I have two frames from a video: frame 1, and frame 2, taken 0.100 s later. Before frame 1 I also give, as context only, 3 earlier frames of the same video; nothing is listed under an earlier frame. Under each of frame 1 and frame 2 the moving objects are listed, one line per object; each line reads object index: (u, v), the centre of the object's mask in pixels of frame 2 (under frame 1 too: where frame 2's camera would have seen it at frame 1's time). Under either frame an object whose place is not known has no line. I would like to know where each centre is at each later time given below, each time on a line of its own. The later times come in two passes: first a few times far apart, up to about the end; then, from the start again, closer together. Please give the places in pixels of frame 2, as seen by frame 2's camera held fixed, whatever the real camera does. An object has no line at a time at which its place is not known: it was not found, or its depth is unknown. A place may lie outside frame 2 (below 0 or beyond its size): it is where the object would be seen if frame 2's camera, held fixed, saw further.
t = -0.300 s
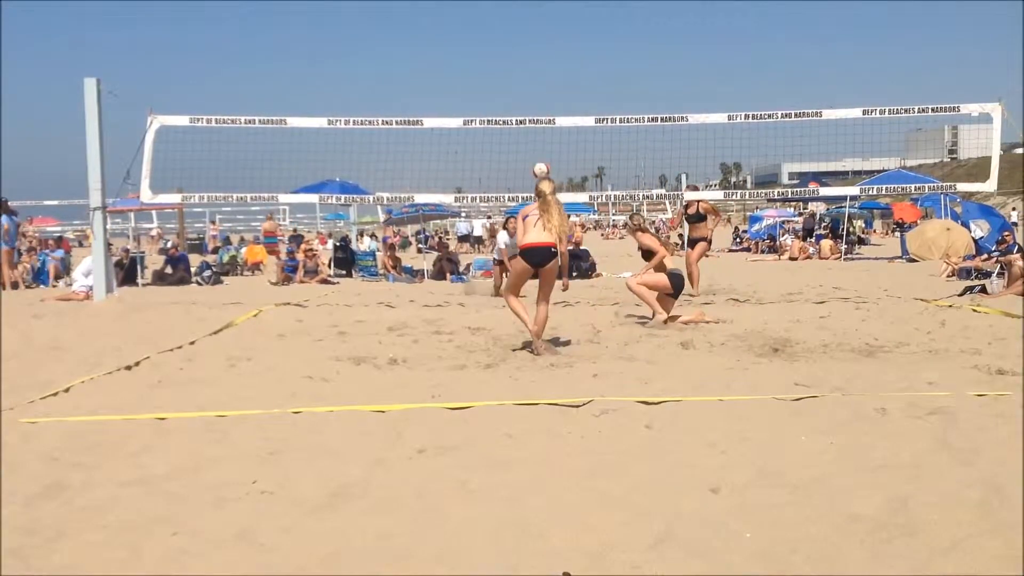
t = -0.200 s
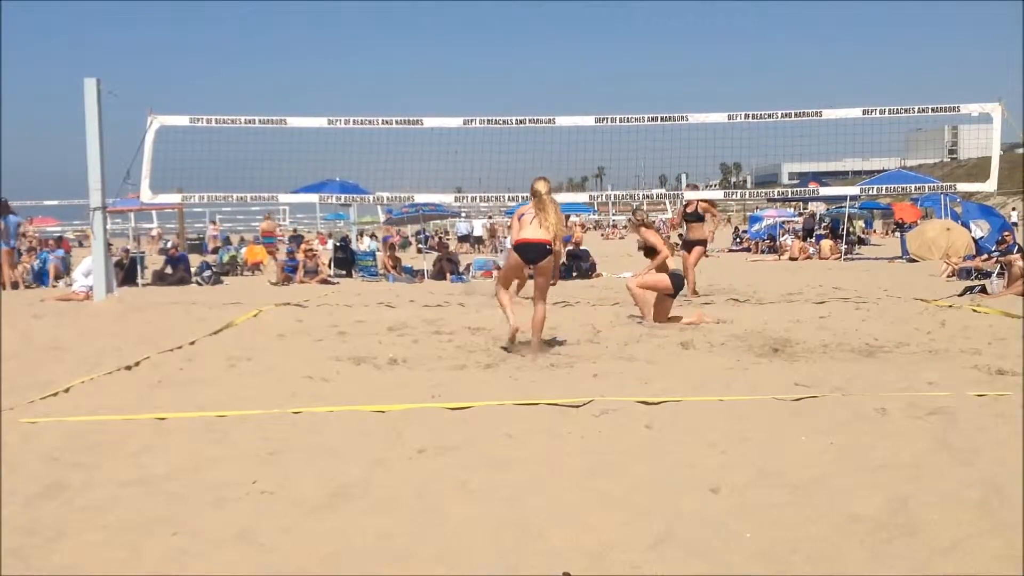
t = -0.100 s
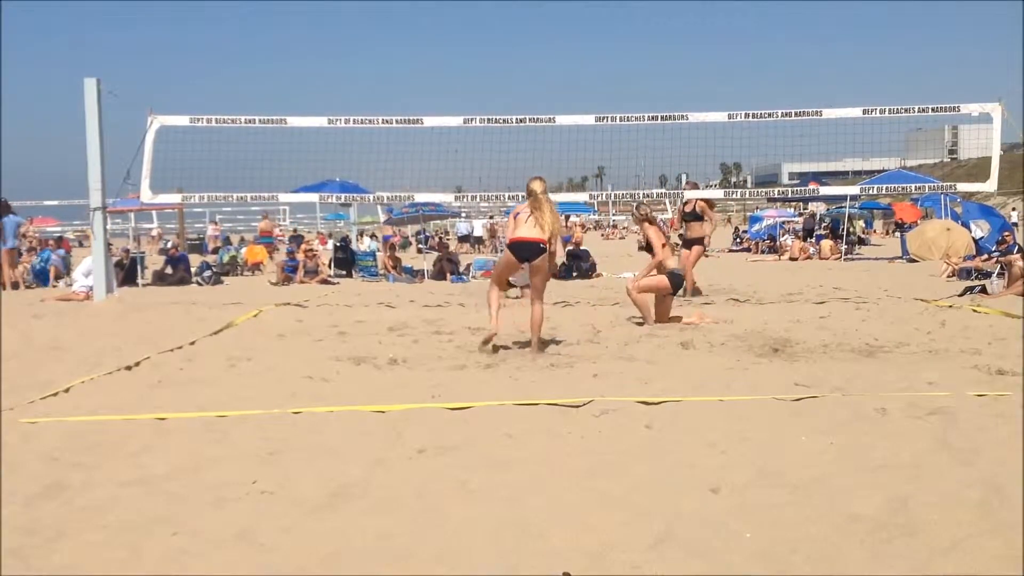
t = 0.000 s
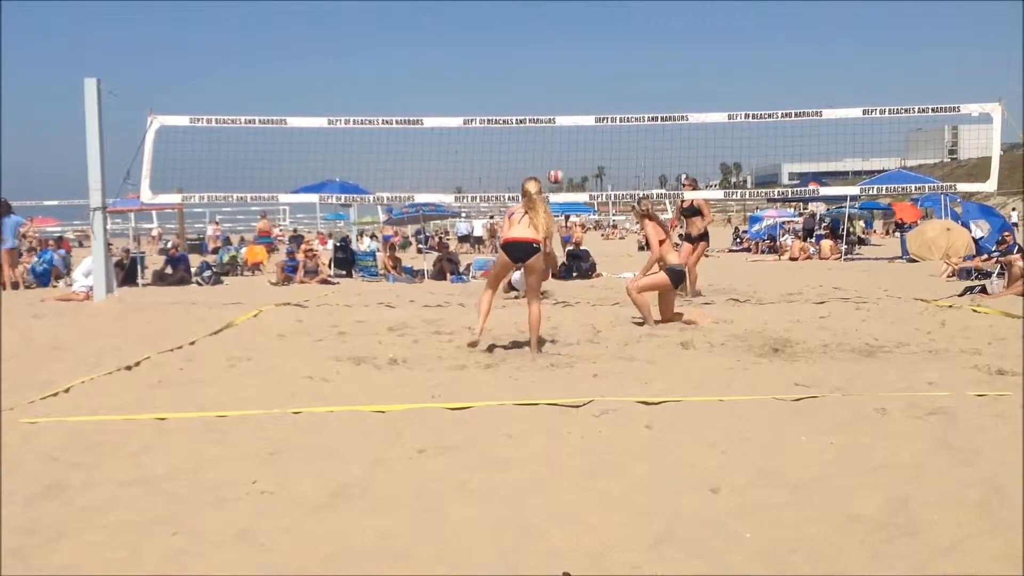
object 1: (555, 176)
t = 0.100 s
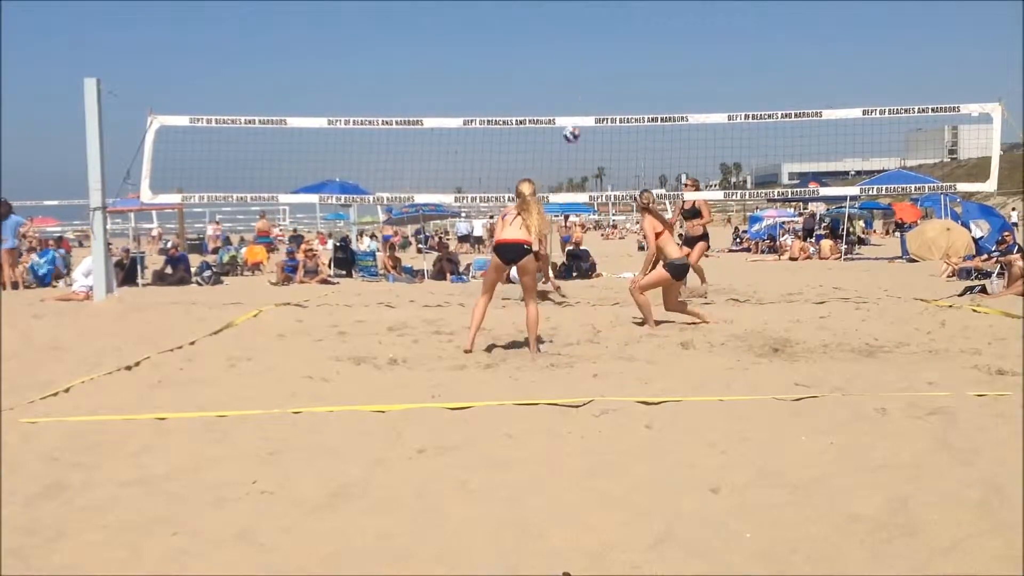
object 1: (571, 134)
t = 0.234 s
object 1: (592, 89)
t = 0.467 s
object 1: (631, 40)
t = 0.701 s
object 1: (673, 35)
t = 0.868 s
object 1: (703, 58)
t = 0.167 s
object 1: (582, 109)
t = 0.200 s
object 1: (587, 99)
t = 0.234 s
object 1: (592, 89)
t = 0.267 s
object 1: (598, 79)
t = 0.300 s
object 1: (605, 70)
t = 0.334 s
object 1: (610, 63)
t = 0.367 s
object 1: (614, 57)
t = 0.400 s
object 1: (621, 50)
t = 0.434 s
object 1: (625, 45)
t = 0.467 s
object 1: (631, 40)
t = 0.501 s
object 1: (638, 37)
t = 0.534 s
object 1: (643, 35)
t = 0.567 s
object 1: (648, 33)
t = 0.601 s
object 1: (655, 33)
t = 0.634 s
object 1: (661, 33)
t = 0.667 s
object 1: (666, 34)
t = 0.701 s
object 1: (673, 35)
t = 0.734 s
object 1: (679, 39)
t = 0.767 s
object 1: (685, 42)
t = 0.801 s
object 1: (691, 47)
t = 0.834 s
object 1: (698, 52)
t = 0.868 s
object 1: (703, 58)
